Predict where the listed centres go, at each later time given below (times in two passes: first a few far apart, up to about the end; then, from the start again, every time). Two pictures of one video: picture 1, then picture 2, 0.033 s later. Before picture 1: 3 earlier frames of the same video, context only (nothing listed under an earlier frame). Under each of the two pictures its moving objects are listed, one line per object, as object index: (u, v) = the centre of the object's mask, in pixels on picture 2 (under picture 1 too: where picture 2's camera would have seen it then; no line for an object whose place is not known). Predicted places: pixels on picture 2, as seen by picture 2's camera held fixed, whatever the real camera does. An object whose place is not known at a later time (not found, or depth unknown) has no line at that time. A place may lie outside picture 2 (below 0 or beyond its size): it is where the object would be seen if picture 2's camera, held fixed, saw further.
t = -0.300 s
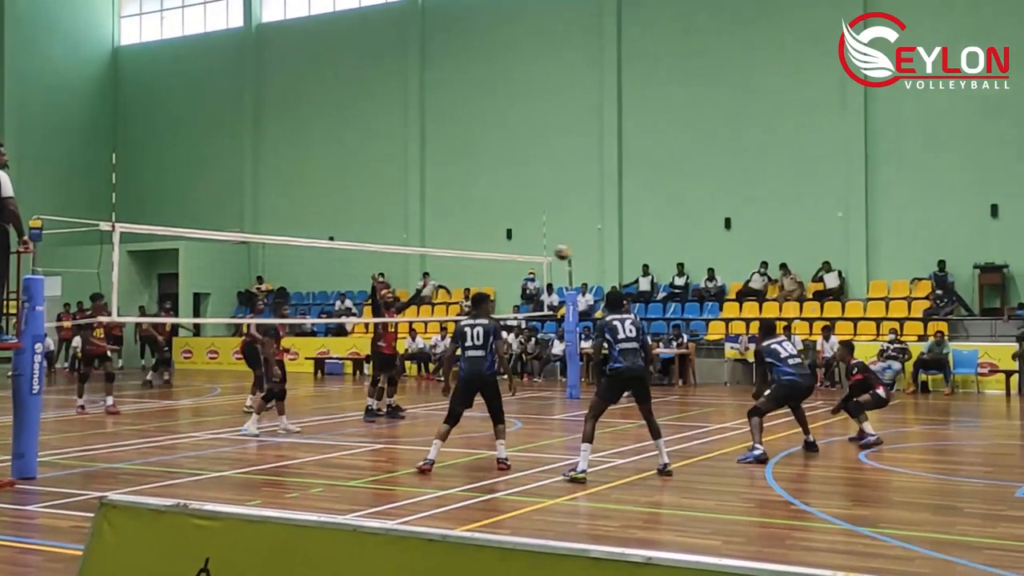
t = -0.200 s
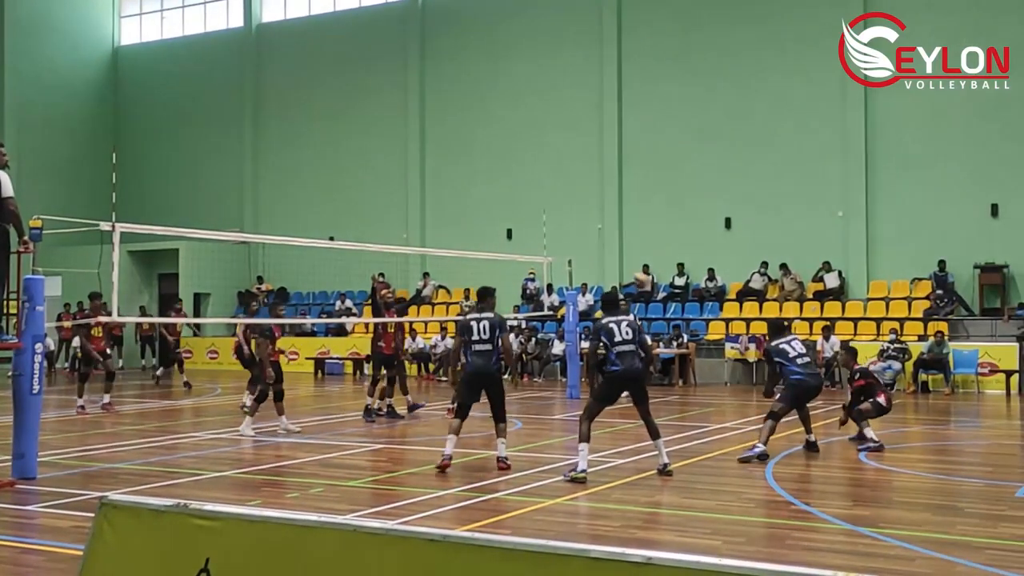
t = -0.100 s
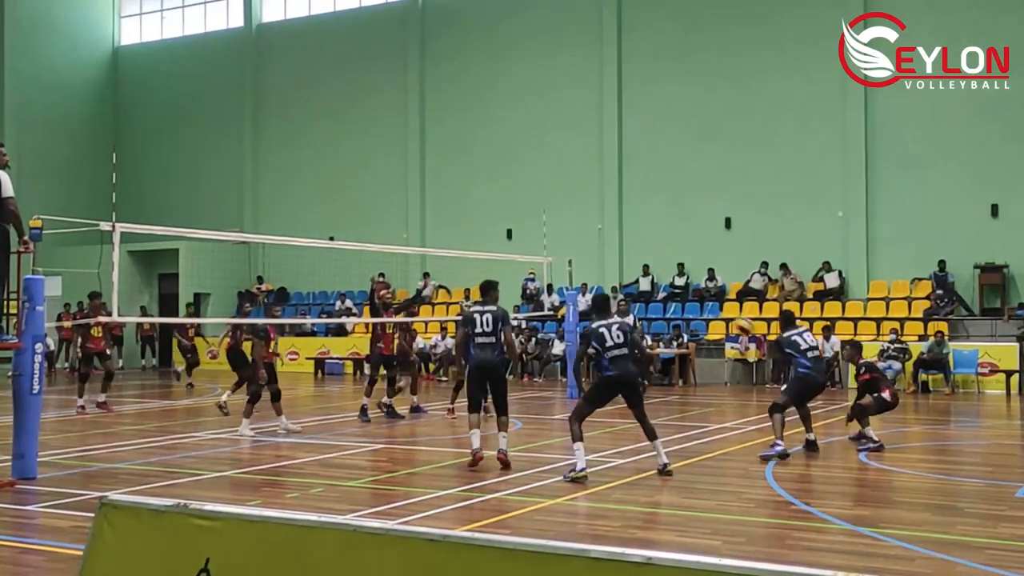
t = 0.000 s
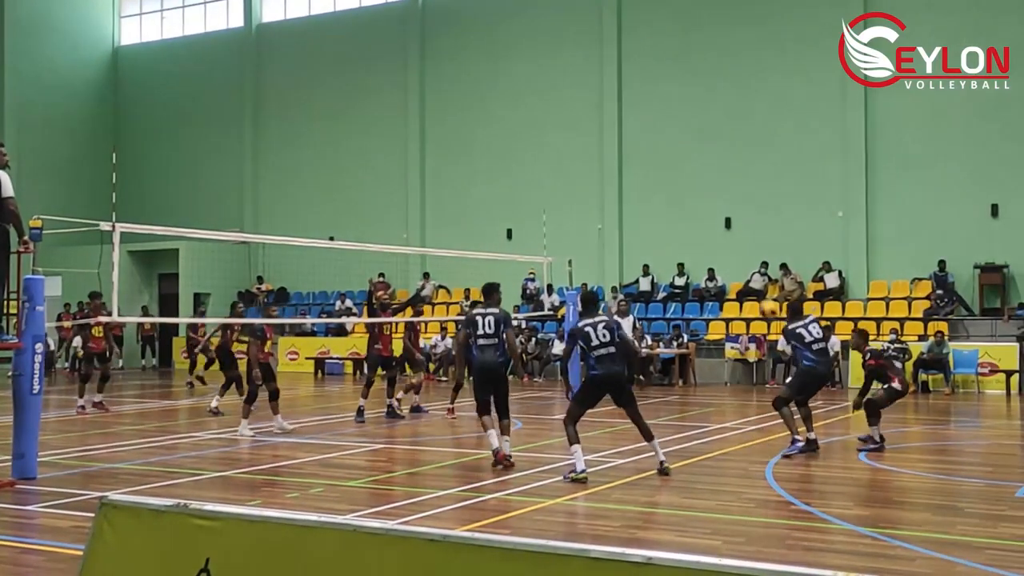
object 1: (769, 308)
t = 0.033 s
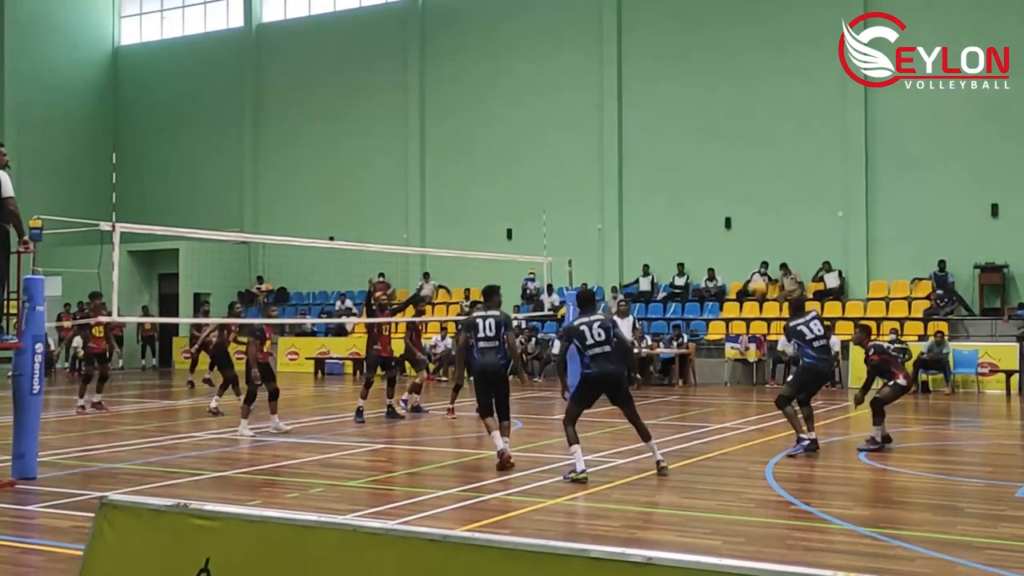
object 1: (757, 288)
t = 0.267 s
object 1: (682, 170)
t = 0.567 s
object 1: (600, 95)
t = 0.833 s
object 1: (534, 87)
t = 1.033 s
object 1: (491, 114)
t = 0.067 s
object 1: (745, 267)
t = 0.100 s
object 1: (735, 248)
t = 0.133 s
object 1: (725, 230)
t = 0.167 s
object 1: (713, 214)
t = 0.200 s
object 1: (702, 198)
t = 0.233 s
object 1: (692, 183)
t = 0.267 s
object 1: (682, 170)
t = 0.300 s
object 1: (672, 158)
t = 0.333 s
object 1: (662, 146)
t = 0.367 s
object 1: (653, 137)
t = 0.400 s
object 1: (645, 127)
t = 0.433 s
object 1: (635, 119)
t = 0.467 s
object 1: (626, 111)
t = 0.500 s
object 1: (618, 105)
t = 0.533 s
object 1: (609, 99)
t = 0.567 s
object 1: (600, 95)
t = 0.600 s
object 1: (592, 91)
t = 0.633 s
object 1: (584, 88)
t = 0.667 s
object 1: (577, 85)
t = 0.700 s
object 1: (569, 84)
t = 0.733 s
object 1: (560, 83)
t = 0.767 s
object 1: (553, 83)
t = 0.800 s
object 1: (541, 85)
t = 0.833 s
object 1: (534, 87)
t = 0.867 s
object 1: (527, 90)
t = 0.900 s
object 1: (519, 94)
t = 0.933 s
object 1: (513, 98)
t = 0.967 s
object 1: (505, 102)
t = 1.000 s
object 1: (498, 108)
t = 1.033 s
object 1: (491, 114)
